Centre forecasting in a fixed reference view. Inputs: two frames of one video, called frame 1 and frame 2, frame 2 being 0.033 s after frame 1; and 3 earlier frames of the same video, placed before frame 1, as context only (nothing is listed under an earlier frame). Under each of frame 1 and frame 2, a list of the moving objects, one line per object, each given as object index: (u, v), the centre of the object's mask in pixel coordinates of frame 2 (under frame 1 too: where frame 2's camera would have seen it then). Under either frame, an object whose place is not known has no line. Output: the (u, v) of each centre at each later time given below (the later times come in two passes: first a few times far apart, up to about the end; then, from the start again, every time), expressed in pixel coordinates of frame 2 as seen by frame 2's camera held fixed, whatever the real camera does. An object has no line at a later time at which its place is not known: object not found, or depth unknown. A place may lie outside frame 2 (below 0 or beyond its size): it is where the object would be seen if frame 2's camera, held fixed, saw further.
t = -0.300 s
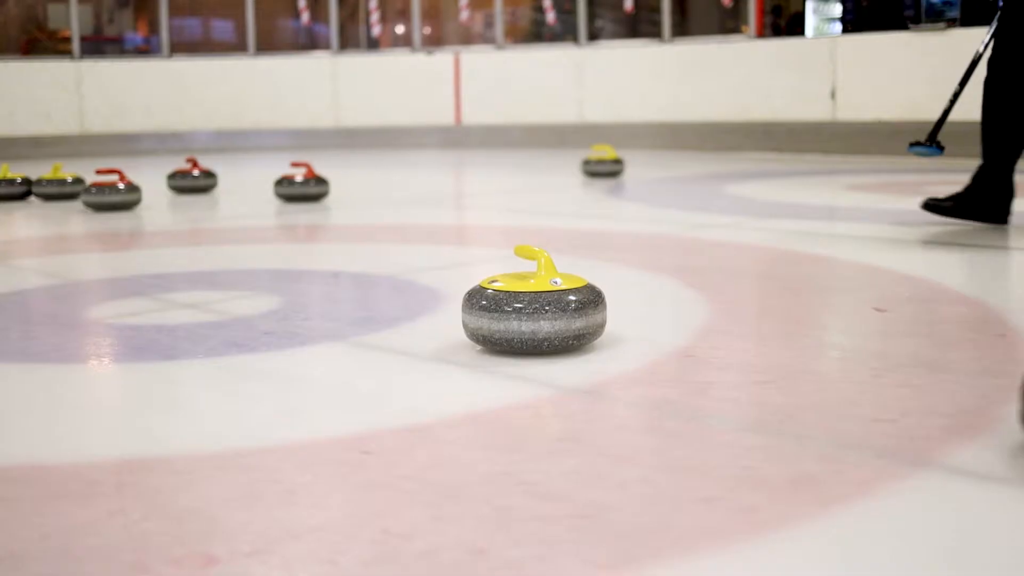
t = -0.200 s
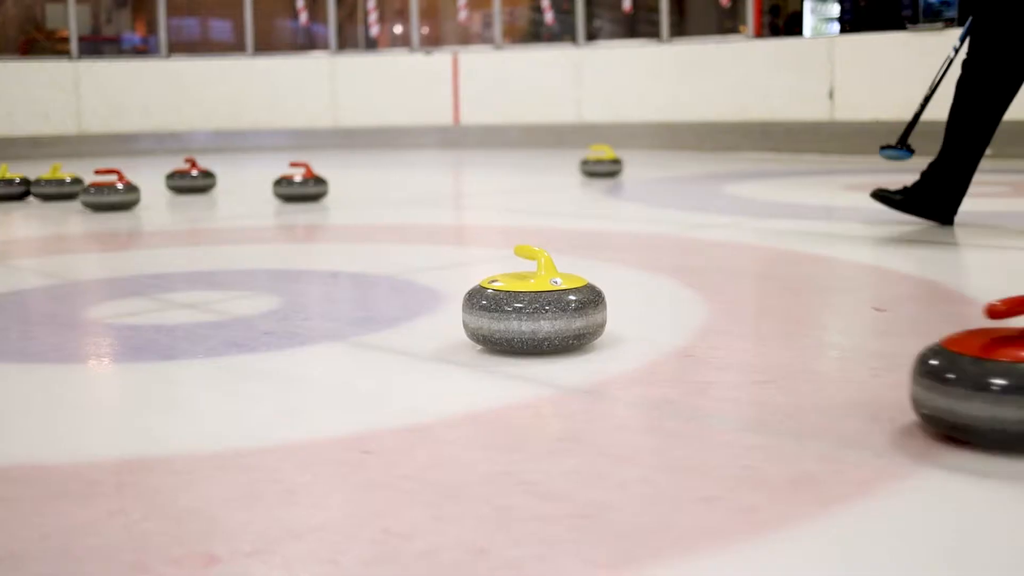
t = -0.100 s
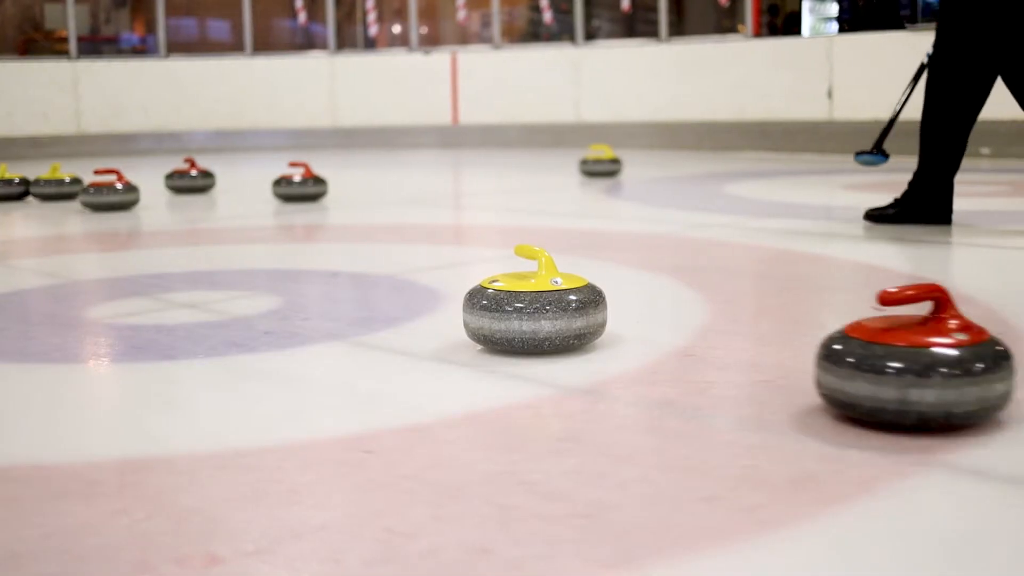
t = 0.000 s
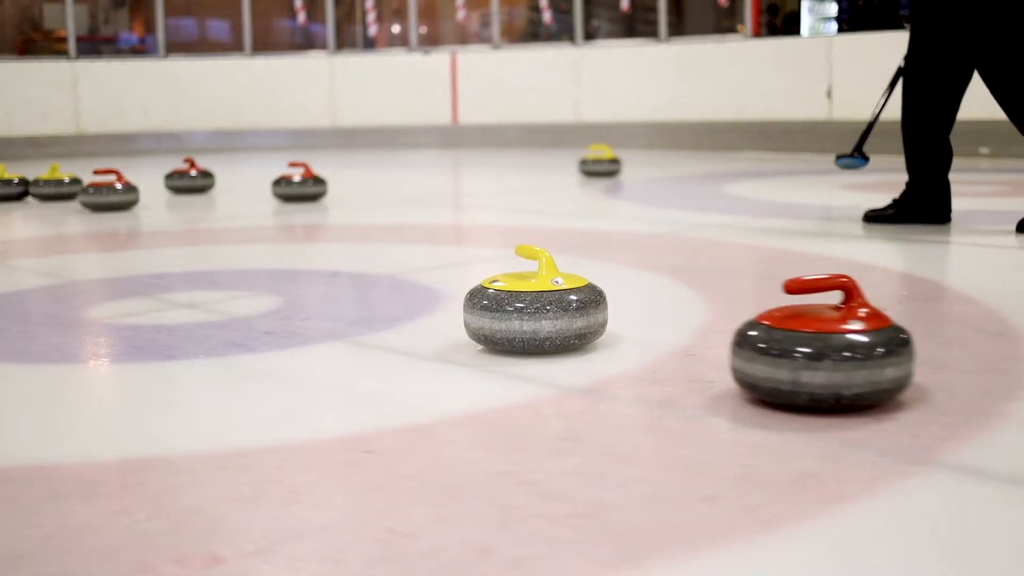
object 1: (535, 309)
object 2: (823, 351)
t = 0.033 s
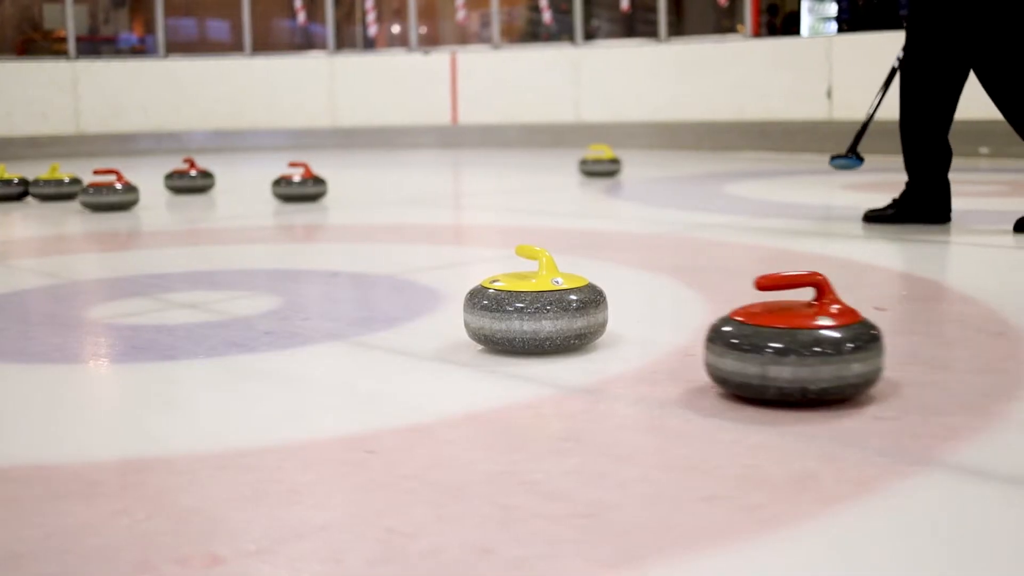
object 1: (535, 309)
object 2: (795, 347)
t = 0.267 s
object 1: (510, 305)
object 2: (650, 324)
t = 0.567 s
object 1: (378, 284)
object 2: (647, 323)
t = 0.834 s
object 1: (288, 270)
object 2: (648, 323)
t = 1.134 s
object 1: (207, 256)
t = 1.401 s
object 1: (148, 246)
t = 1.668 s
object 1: (99, 238)
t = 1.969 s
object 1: (54, 230)
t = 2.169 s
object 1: (30, 226)
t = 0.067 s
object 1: (535, 309)
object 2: (767, 343)
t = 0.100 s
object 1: (535, 309)
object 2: (741, 338)
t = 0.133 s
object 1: (535, 309)
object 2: (716, 334)
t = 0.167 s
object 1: (535, 309)
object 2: (691, 330)
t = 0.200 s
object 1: (530, 308)
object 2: (667, 327)
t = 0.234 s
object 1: (522, 307)
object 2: (651, 324)
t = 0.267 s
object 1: (510, 305)
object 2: (650, 324)
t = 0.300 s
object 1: (495, 303)
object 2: (649, 323)
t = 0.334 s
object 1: (479, 301)
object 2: (648, 323)
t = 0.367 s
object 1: (463, 298)
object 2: (648, 323)
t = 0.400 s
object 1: (447, 296)
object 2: (647, 323)
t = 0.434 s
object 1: (432, 293)
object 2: (647, 323)
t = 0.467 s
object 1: (418, 291)
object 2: (647, 323)
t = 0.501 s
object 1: (404, 289)
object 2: (647, 323)
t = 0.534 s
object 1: (391, 287)
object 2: (647, 323)
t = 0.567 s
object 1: (378, 284)
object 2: (647, 323)
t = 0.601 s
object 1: (366, 282)
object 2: (647, 323)
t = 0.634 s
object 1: (354, 281)
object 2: (647, 323)
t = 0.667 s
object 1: (342, 279)
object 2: (647, 323)
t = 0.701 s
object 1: (330, 276)
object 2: (648, 323)
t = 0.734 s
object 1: (319, 275)
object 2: (648, 323)
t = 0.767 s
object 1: (308, 273)
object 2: (648, 323)
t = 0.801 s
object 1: (298, 271)
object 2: (648, 323)
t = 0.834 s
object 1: (288, 270)
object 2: (648, 323)
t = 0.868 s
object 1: (278, 268)
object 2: (648, 323)
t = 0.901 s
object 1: (268, 266)
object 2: (648, 323)
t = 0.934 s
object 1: (258, 265)
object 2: (648, 323)
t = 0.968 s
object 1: (249, 264)
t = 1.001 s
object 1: (240, 262)
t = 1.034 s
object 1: (232, 261)
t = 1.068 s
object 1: (223, 259)
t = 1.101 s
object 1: (215, 258)
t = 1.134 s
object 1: (207, 256)
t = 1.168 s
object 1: (198, 255)
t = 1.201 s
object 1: (191, 254)
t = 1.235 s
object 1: (183, 253)
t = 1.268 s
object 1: (176, 251)
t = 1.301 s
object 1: (168, 250)
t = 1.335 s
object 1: (161, 249)
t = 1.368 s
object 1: (155, 248)
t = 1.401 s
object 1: (148, 246)
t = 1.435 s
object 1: (141, 245)
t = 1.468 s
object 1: (135, 244)
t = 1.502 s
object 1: (129, 243)
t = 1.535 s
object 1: (123, 242)
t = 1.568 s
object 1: (117, 241)
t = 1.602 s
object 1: (111, 240)
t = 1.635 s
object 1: (105, 239)
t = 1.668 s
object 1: (99, 238)
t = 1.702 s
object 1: (94, 237)
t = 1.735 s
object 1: (89, 236)
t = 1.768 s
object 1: (83, 235)
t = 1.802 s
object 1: (78, 234)
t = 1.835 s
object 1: (73, 234)
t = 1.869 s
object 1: (68, 233)
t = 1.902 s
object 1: (63, 232)
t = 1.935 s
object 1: (59, 231)
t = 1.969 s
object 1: (54, 230)
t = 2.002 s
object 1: (50, 229)
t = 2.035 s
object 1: (45, 229)
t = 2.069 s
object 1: (41, 228)
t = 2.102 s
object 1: (36, 227)
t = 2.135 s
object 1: (33, 227)
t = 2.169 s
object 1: (30, 226)
